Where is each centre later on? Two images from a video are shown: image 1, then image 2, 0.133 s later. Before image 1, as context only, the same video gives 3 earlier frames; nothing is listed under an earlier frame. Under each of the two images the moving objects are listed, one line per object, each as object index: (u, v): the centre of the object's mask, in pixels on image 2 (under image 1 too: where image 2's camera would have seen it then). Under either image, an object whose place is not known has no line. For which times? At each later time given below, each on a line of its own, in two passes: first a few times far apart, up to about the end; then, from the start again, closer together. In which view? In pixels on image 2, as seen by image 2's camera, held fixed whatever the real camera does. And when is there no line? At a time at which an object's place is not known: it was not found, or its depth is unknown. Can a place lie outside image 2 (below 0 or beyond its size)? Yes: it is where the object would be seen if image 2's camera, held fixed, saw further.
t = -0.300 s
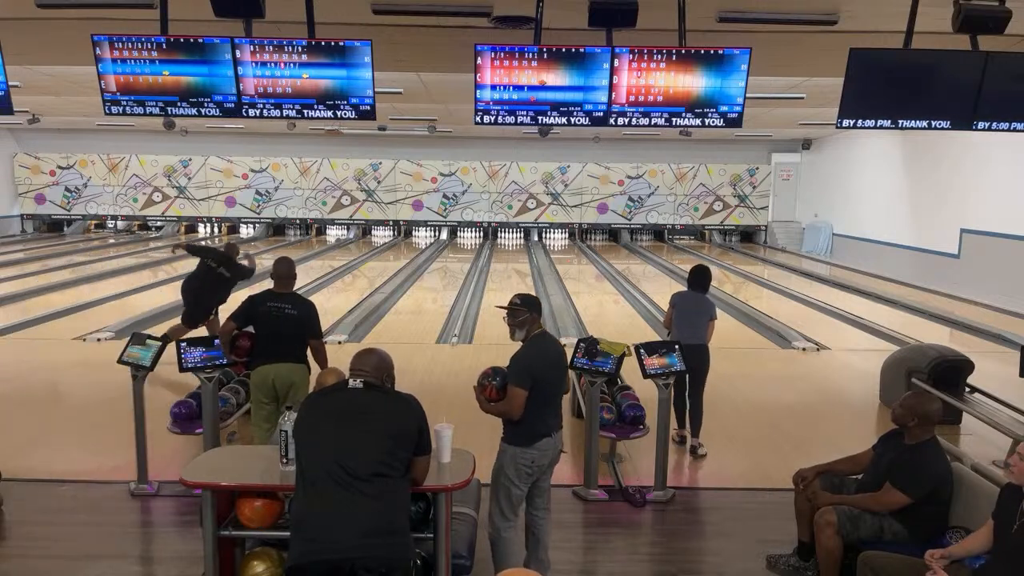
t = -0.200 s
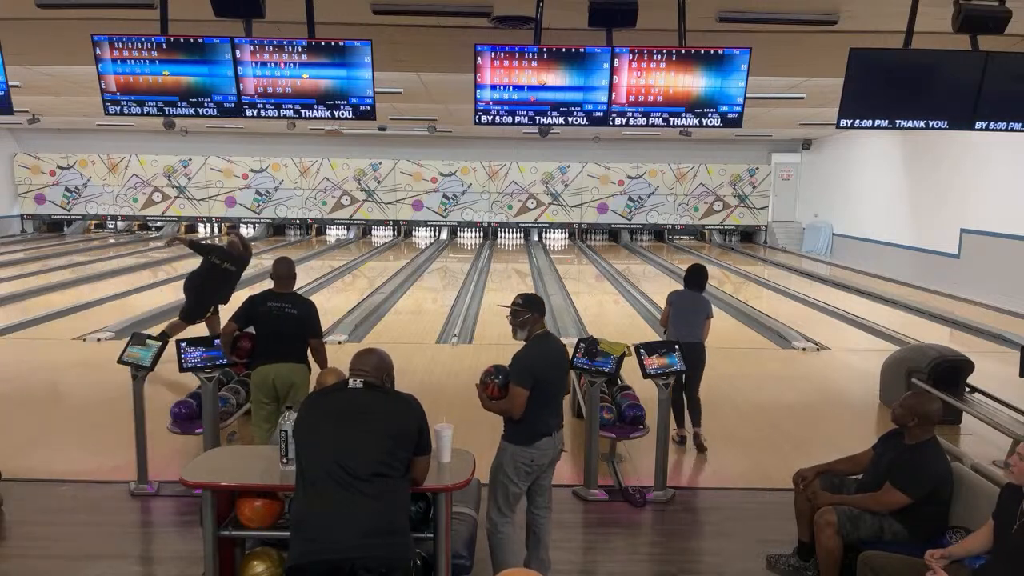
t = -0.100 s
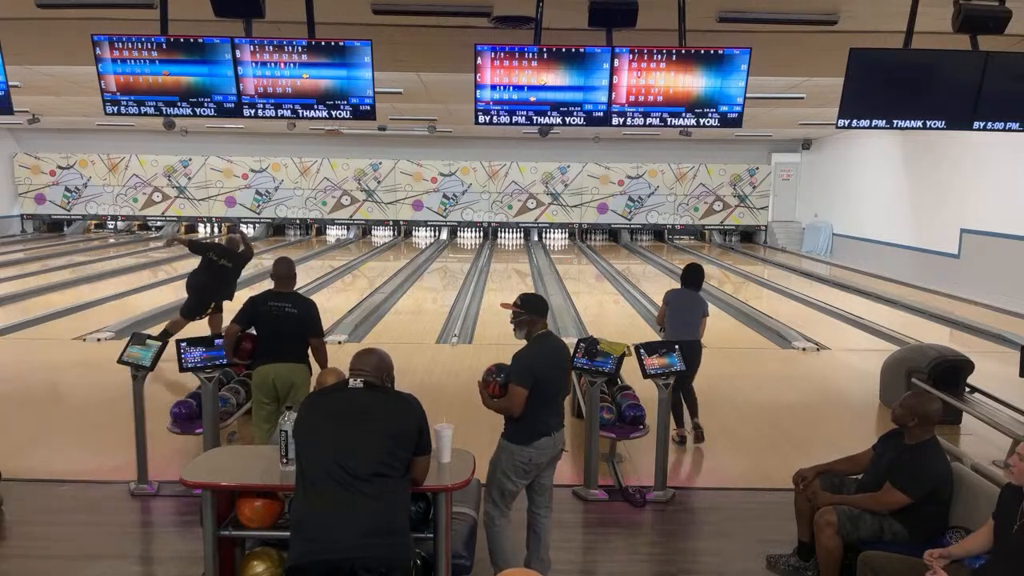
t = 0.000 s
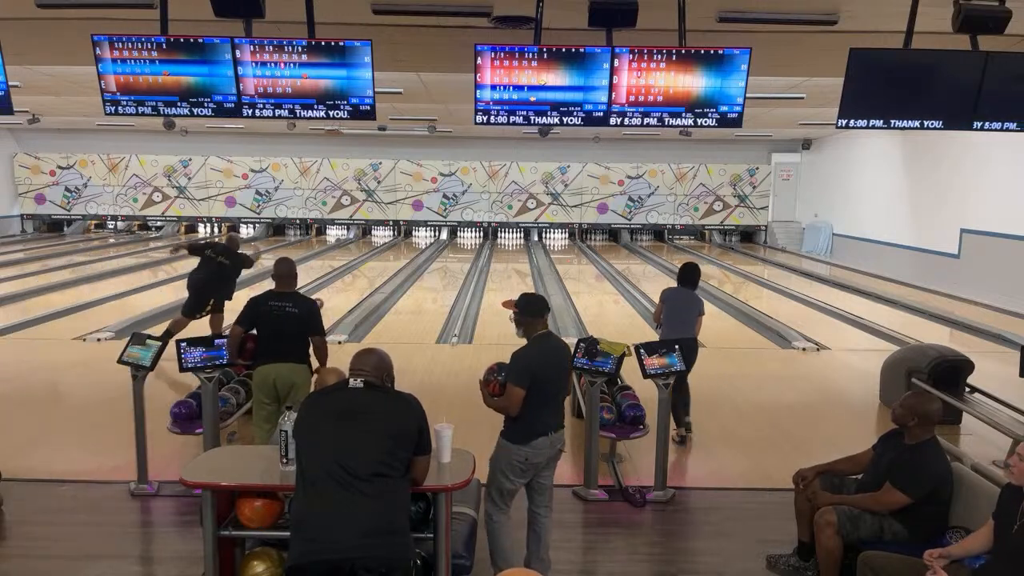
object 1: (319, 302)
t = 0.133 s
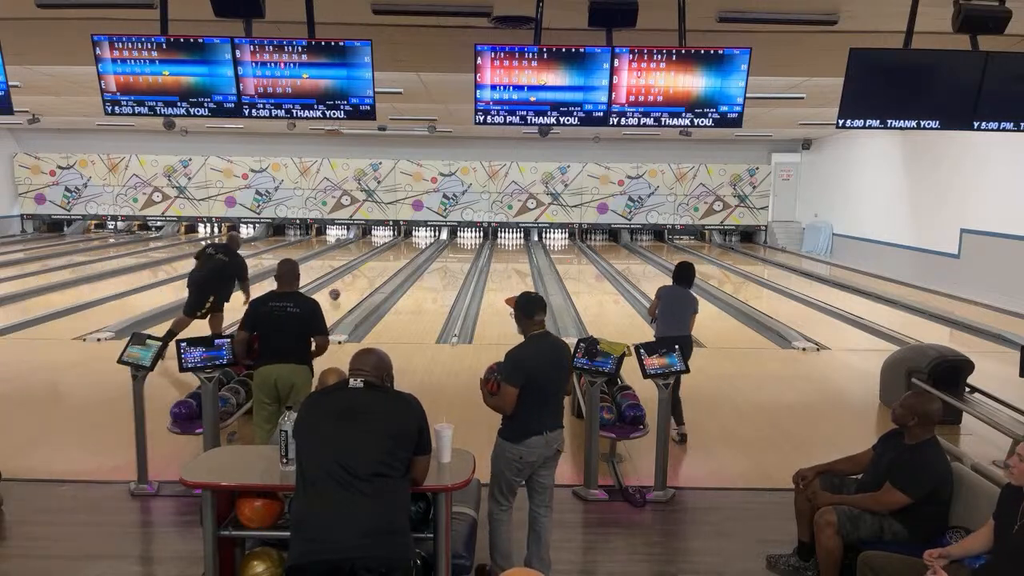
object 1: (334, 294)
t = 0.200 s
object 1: (341, 288)
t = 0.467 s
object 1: (367, 275)
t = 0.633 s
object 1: (379, 268)
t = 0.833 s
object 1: (392, 261)
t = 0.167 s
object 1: (338, 291)
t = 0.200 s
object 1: (341, 288)
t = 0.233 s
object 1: (345, 287)
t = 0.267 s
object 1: (348, 286)
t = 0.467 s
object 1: (367, 275)
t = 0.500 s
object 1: (369, 274)
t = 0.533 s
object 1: (372, 272)
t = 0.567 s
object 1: (375, 271)
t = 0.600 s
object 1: (377, 270)
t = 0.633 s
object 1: (379, 268)
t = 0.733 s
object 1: (386, 265)
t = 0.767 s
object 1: (388, 263)
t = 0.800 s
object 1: (390, 262)
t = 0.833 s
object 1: (392, 261)
